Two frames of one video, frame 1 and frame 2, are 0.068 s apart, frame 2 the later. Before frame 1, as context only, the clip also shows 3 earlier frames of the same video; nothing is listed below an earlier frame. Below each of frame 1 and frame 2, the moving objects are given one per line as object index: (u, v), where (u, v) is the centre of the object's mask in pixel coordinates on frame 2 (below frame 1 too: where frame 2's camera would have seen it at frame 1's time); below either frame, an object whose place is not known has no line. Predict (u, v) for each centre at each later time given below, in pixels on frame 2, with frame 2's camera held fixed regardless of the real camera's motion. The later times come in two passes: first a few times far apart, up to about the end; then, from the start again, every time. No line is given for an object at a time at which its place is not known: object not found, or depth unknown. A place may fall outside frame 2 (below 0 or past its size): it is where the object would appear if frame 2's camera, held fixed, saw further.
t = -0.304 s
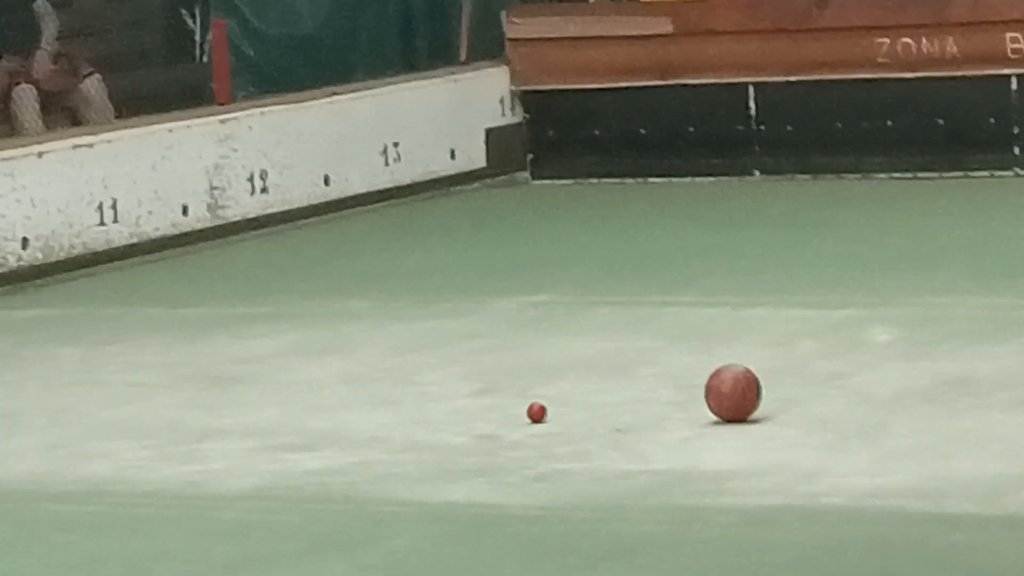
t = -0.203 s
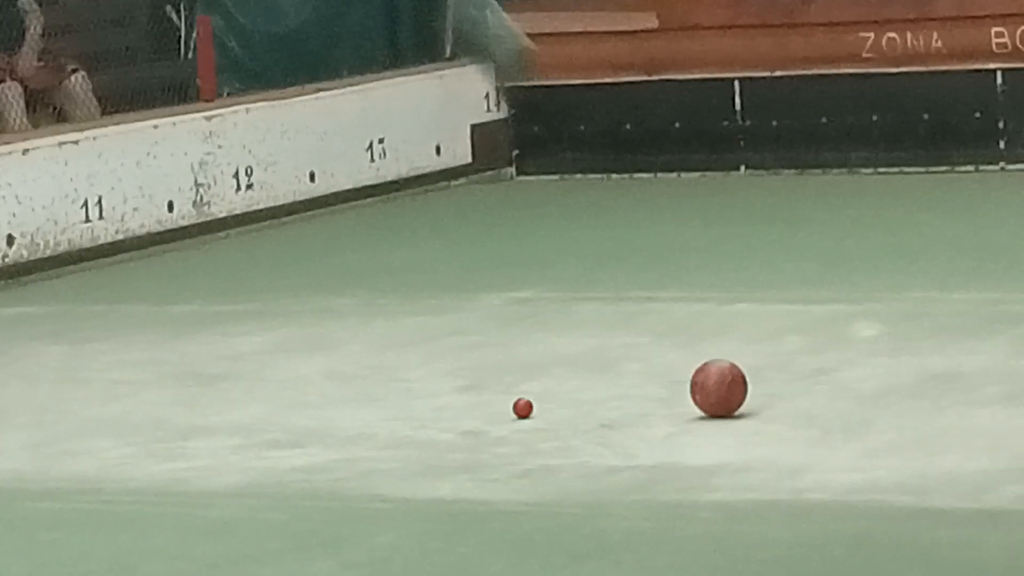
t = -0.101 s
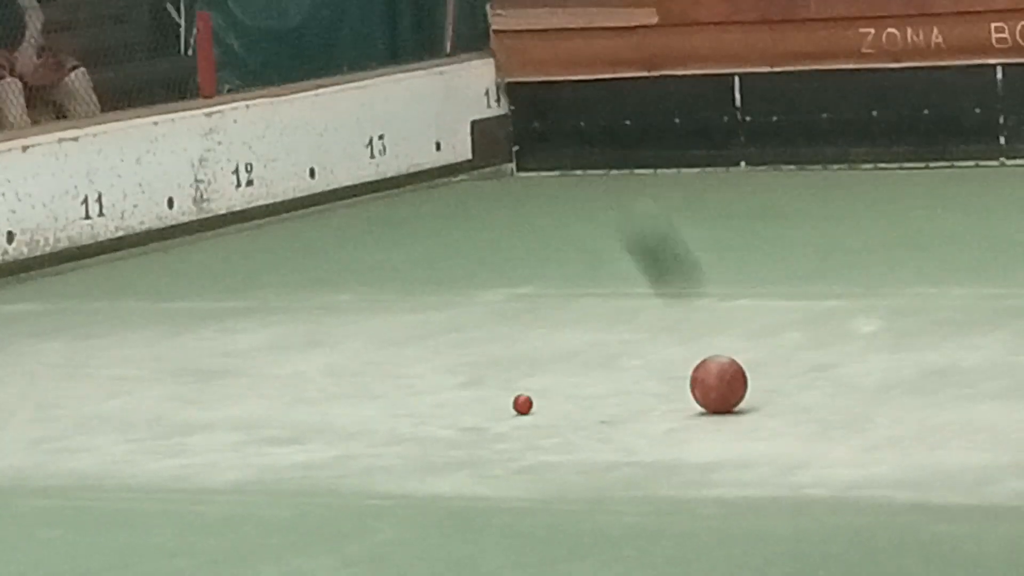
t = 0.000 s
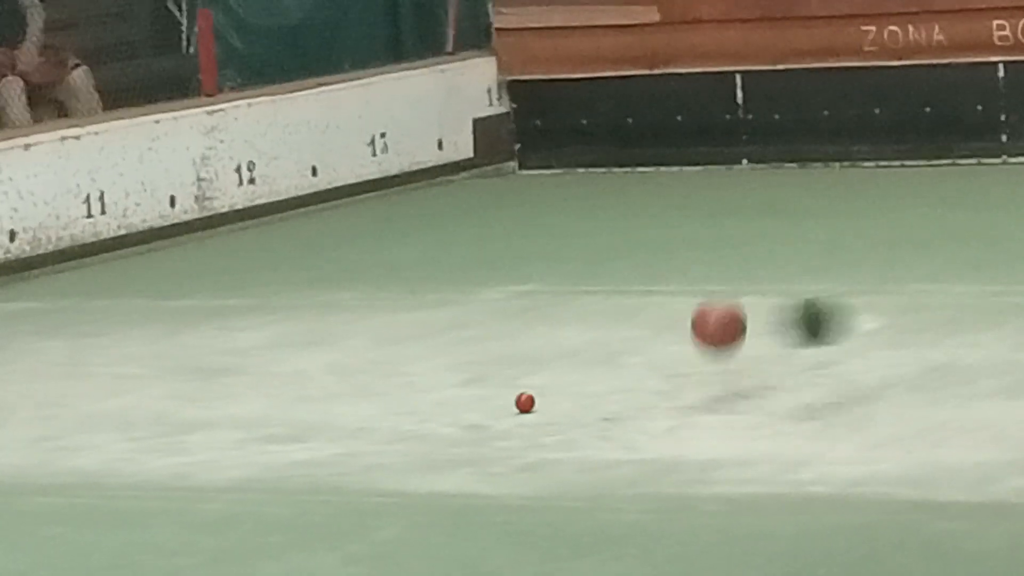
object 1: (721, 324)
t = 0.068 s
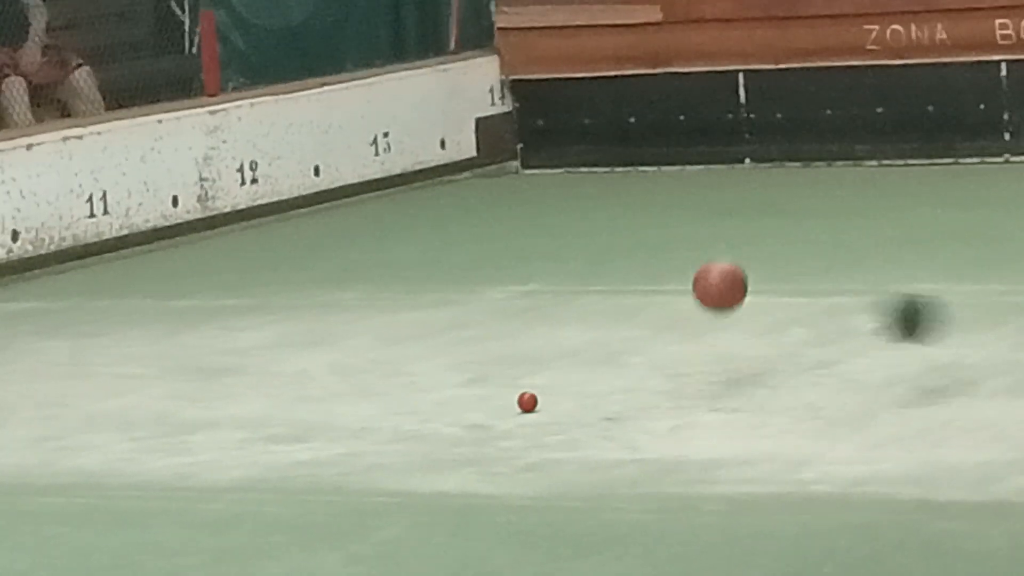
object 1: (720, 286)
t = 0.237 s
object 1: (723, 273)
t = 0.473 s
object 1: (724, 297)
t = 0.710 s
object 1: (727, 269)
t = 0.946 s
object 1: (727, 243)
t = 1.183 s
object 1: (728, 221)
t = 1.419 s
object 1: (729, 201)
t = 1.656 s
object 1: (730, 182)
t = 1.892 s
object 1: (732, 165)
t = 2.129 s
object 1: (734, 155)
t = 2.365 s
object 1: (705, 153)
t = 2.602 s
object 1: (662, 156)
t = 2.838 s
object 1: (622, 157)
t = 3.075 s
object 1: (585, 159)
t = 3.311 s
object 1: (549, 159)
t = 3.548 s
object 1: (529, 160)
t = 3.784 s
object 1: (543, 159)
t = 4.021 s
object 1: (557, 159)
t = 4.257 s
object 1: (568, 159)
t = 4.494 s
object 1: (577, 159)
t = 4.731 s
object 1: (581, 159)
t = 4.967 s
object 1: (584, 159)
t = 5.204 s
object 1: (585, 159)
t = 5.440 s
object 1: (585, 159)
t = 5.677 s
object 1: (585, 158)
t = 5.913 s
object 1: (586, 159)
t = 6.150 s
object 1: (586, 159)
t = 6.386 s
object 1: (586, 159)
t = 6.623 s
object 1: (586, 159)
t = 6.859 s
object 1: (588, 158)
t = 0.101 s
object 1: (720, 273)
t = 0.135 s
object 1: (720, 266)
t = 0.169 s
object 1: (720, 264)
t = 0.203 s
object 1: (721, 266)
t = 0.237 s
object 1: (723, 273)
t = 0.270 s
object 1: (721, 283)
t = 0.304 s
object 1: (723, 299)
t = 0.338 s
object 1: (724, 313)
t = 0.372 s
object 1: (725, 304)
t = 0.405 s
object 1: (725, 298)
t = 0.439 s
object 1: (725, 296)
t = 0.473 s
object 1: (724, 297)
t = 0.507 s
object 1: (727, 291)
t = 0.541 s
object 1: (726, 289)
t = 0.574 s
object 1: (725, 285)
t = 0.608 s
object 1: (726, 281)
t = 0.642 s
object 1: (727, 277)
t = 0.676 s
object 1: (727, 273)
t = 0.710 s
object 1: (727, 269)
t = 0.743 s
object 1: (727, 265)
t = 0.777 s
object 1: (728, 261)
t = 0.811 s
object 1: (728, 257)
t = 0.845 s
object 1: (727, 254)
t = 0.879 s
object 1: (727, 250)
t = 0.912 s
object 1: (727, 246)
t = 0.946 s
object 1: (727, 243)
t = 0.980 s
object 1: (727, 240)
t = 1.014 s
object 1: (727, 237)
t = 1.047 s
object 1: (727, 234)
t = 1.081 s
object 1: (727, 231)
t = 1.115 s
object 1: (728, 227)
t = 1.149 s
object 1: (728, 224)
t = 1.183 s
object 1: (728, 221)
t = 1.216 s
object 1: (729, 218)
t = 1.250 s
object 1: (729, 215)
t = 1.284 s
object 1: (729, 212)
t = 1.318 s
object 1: (729, 210)
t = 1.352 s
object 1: (729, 207)
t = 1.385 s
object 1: (729, 204)
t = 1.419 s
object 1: (729, 201)
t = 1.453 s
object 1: (729, 198)
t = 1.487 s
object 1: (729, 196)
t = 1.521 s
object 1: (730, 193)
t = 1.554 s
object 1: (729, 189)
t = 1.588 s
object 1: (729, 186)
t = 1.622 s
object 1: (730, 184)
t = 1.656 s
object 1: (730, 182)
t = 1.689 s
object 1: (730, 180)
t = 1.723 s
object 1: (730, 177)
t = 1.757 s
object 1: (731, 175)
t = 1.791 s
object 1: (731, 173)
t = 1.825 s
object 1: (731, 170)
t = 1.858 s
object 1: (732, 168)
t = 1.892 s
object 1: (732, 165)
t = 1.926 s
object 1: (732, 164)
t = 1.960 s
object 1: (733, 161)
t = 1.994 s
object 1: (733, 159)
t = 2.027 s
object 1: (733, 157)
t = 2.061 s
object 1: (734, 157)
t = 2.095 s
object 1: (734, 156)
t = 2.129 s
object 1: (734, 155)
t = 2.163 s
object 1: (734, 154)
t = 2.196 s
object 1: (734, 154)
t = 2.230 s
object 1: (729, 151)
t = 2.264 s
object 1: (723, 151)
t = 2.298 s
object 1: (717, 152)
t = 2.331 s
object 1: (710, 154)
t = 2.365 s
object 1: (705, 153)
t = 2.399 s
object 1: (698, 155)
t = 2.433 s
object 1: (692, 155)
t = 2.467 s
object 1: (686, 155)
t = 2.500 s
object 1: (680, 155)
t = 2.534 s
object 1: (674, 156)
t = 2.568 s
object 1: (669, 156)
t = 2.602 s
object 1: (662, 156)
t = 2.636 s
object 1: (657, 156)
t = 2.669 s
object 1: (651, 157)
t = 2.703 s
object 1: (644, 157)
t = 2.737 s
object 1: (639, 157)
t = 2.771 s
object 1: (634, 157)
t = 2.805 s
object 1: (627, 157)
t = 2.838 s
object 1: (622, 157)
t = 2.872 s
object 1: (617, 158)
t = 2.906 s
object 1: (611, 158)
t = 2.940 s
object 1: (606, 158)
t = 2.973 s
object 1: (601, 158)
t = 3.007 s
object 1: (595, 158)
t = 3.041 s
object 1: (590, 158)
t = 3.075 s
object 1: (585, 159)
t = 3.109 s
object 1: (579, 159)
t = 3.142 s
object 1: (574, 159)
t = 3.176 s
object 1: (569, 158)
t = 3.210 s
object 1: (564, 159)
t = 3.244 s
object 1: (560, 159)
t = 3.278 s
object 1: (554, 159)
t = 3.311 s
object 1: (549, 159)
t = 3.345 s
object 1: (544, 160)
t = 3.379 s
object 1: (538, 159)
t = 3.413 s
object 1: (534, 160)
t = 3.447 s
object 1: (528, 160)
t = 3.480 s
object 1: (524, 160)
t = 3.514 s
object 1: (526, 160)
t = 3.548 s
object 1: (529, 160)
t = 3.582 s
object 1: (532, 160)
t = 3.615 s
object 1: (533, 160)
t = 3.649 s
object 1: (534, 160)
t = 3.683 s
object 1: (537, 160)
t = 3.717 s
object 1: (539, 160)
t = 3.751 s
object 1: (542, 160)
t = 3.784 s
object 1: (543, 159)
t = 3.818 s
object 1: (544, 159)
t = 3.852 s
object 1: (547, 159)
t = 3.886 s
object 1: (550, 159)
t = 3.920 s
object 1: (552, 159)
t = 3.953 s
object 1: (553, 160)
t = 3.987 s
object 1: (556, 159)
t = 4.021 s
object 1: (557, 159)
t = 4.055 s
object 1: (559, 159)
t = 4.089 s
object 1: (561, 159)
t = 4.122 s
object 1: (563, 159)
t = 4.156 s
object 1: (564, 159)
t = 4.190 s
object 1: (565, 159)
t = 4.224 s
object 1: (567, 159)
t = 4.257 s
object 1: (568, 159)
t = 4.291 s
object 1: (569, 158)
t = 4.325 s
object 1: (570, 159)
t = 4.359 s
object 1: (571, 159)
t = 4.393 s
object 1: (573, 159)
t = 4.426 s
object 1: (574, 159)
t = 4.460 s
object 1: (576, 159)
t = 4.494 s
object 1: (577, 159)
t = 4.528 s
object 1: (577, 159)
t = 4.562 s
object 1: (579, 159)
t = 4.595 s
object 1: (579, 159)
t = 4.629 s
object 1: (580, 159)
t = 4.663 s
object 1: (580, 159)
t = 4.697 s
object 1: (581, 159)
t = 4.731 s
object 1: (581, 159)
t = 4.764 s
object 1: (582, 158)
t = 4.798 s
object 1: (583, 159)
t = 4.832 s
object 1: (583, 158)
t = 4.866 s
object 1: (583, 159)
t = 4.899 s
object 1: (584, 159)
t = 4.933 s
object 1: (584, 159)
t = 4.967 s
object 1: (584, 159)
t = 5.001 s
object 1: (585, 159)
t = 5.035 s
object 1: (585, 159)
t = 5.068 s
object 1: (585, 159)
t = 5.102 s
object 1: (586, 159)
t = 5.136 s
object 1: (585, 159)
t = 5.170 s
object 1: (586, 159)
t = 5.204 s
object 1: (585, 159)
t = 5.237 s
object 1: (586, 159)
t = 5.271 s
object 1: (585, 158)
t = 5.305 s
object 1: (586, 159)
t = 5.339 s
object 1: (585, 158)
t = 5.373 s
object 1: (586, 159)
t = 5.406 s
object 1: (585, 159)
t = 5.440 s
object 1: (585, 159)
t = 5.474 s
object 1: (585, 159)
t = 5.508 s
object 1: (586, 159)
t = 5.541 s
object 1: (584, 159)
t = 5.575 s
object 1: (585, 159)
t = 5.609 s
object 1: (585, 158)
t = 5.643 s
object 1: (585, 159)
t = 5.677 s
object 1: (585, 158)
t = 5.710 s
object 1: (586, 159)
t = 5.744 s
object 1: (585, 159)
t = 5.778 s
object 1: (586, 159)
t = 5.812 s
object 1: (586, 159)
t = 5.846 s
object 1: (586, 159)
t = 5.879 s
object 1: (586, 158)
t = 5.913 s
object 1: (586, 159)
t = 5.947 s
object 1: (587, 158)
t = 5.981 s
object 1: (586, 159)
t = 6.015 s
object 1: (586, 158)
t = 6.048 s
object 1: (586, 159)
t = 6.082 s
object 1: (586, 159)
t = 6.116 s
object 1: (586, 159)
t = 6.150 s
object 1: (586, 159)
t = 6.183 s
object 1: (587, 158)
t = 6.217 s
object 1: (586, 159)
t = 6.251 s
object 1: (586, 159)
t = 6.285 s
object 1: (586, 159)
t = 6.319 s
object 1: (587, 159)
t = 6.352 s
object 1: (586, 159)
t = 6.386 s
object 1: (586, 159)
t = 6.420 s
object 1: (586, 159)
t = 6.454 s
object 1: (586, 159)
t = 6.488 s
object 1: (586, 159)
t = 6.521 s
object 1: (587, 159)
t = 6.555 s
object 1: (586, 159)
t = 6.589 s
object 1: (586, 159)
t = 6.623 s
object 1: (586, 159)
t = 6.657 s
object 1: (585, 158)
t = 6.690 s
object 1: (586, 159)
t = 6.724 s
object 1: (586, 159)
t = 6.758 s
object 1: (586, 159)
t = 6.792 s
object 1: (587, 158)
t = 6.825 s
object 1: (586, 159)
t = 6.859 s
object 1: (588, 158)
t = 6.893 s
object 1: (592, 157)
